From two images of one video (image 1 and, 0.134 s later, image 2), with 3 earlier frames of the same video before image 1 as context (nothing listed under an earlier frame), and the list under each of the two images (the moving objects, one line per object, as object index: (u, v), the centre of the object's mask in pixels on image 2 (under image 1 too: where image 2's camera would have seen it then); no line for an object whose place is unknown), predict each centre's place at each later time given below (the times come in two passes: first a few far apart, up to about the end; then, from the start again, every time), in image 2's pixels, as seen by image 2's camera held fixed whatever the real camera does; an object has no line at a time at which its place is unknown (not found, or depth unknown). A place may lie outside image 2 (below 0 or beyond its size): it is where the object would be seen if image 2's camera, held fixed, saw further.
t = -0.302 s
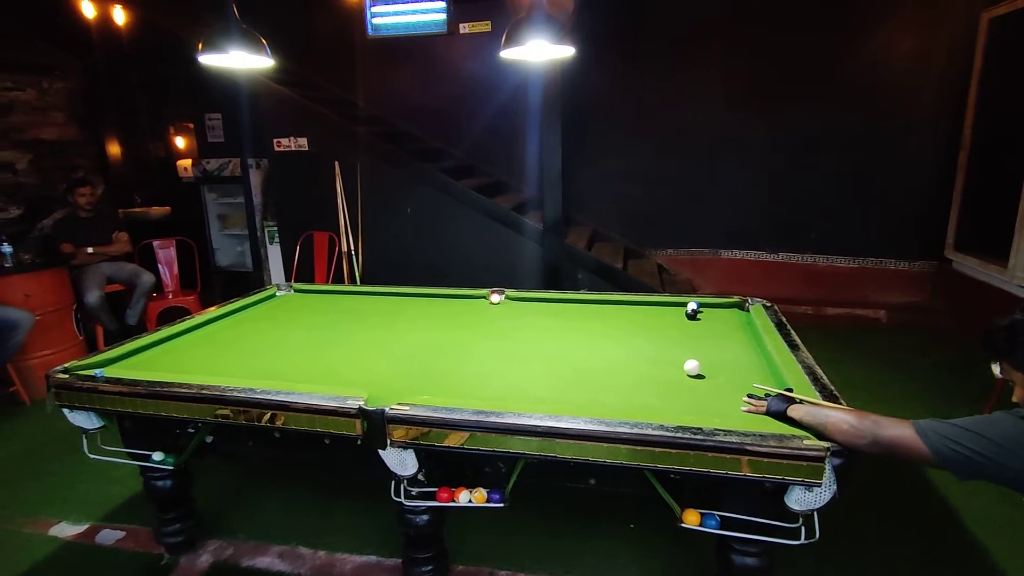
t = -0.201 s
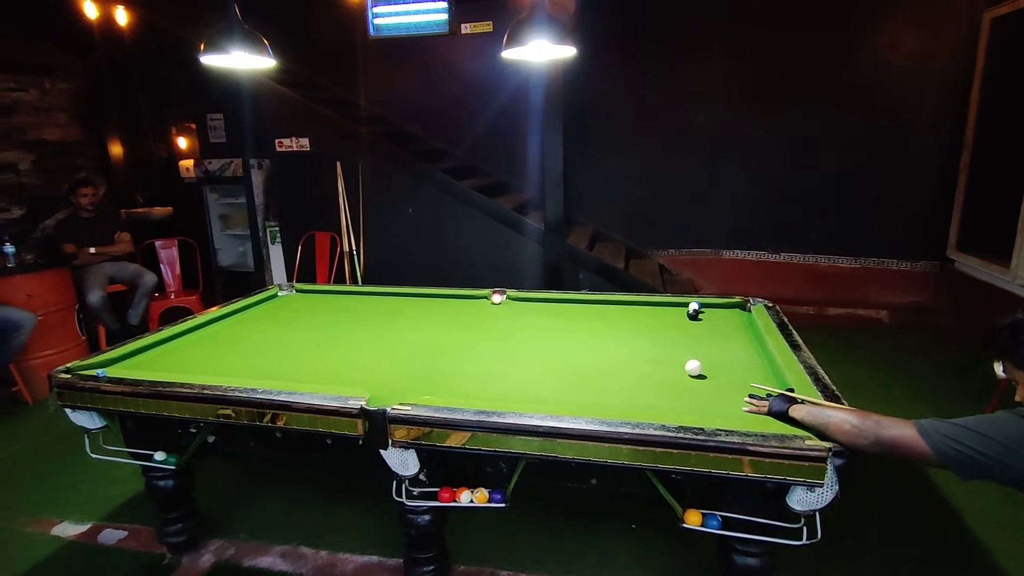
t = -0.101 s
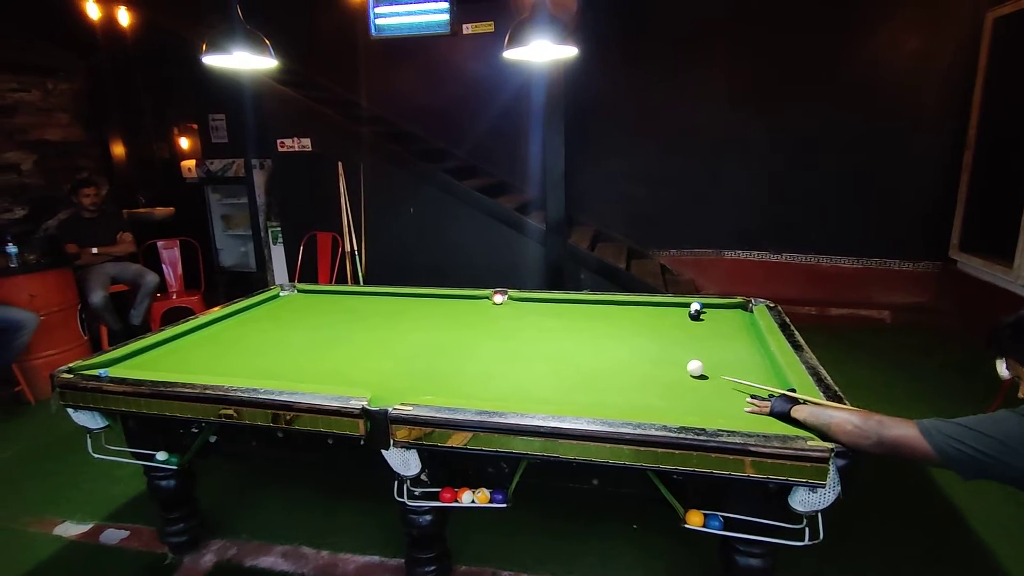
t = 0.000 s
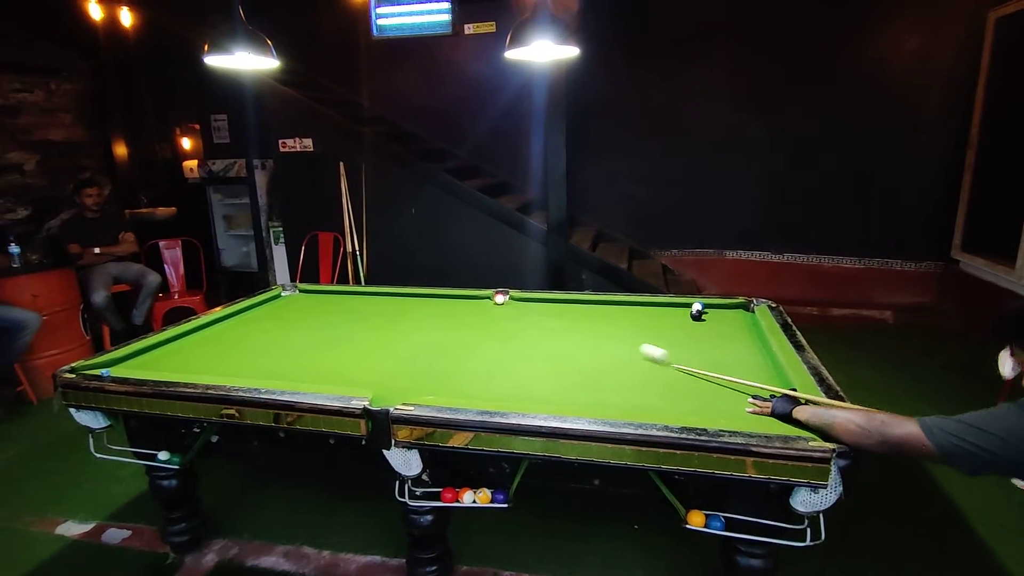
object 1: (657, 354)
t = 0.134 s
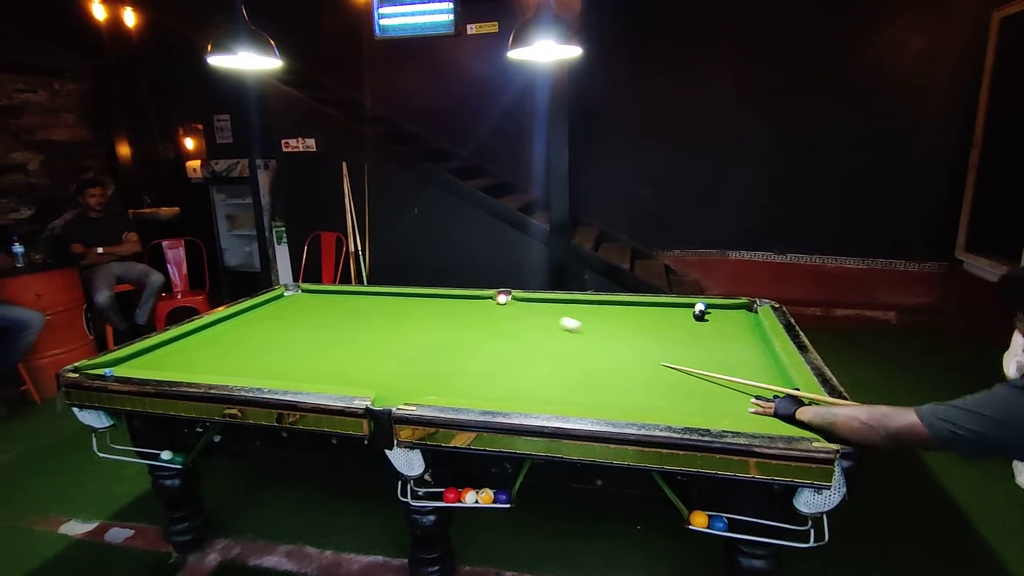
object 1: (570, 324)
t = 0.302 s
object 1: (518, 306)
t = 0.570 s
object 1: (469, 301)
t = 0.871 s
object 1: (422, 298)
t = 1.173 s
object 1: (381, 296)
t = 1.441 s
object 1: (349, 293)
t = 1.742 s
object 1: (316, 291)
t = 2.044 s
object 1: (292, 289)
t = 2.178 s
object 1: (296, 292)
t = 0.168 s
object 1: (558, 320)
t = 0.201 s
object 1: (546, 316)
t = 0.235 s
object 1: (536, 312)
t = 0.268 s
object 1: (527, 309)
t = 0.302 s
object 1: (518, 306)
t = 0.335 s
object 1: (510, 304)
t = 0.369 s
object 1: (503, 301)
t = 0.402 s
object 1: (497, 302)
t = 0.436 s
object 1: (492, 302)
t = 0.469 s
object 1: (486, 302)
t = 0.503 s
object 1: (480, 302)
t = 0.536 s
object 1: (475, 301)
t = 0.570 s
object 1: (469, 301)
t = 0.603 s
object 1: (464, 301)
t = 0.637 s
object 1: (458, 300)
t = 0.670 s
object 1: (452, 300)
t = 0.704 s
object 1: (447, 300)
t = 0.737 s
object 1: (442, 299)
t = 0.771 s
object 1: (437, 299)
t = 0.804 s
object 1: (432, 299)
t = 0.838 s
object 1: (427, 299)
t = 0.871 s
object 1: (422, 298)
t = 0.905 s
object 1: (417, 298)
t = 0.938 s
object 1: (412, 297)
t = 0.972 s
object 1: (408, 297)
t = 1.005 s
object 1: (403, 297)
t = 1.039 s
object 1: (399, 297)
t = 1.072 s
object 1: (394, 296)
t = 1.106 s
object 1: (390, 296)
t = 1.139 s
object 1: (386, 296)
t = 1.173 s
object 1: (381, 296)
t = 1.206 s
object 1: (377, 295)
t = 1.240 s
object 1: (373, 295)
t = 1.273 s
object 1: (368, 295)
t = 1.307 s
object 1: (365, 294)
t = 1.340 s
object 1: (360, 294)
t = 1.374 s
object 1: (356, 294)
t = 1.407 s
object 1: (352, 294)
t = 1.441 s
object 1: (349, 293)
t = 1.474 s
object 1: (345, 293)
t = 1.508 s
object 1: (341, 293)
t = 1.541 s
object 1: (337, 293)
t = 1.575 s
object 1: (333, 292)
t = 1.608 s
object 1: (330, 292)
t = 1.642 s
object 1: (326, 292)
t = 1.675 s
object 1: (322, 292)
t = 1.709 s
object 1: (319, 292)
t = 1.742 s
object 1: (316, 291)
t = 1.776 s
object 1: (312, 291)
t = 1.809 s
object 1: (309, 291)
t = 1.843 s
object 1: (305, 291)
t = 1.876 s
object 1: (302, 290)
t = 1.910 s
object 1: (299, 290)
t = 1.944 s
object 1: (295, 290)
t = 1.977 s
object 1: (292, 290)
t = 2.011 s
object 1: (290, 290)
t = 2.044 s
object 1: (292, 289)
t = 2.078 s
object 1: (294, 289)
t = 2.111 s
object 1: (295, 289)
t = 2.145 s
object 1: (296, 290)
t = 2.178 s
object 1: (296, 292)
